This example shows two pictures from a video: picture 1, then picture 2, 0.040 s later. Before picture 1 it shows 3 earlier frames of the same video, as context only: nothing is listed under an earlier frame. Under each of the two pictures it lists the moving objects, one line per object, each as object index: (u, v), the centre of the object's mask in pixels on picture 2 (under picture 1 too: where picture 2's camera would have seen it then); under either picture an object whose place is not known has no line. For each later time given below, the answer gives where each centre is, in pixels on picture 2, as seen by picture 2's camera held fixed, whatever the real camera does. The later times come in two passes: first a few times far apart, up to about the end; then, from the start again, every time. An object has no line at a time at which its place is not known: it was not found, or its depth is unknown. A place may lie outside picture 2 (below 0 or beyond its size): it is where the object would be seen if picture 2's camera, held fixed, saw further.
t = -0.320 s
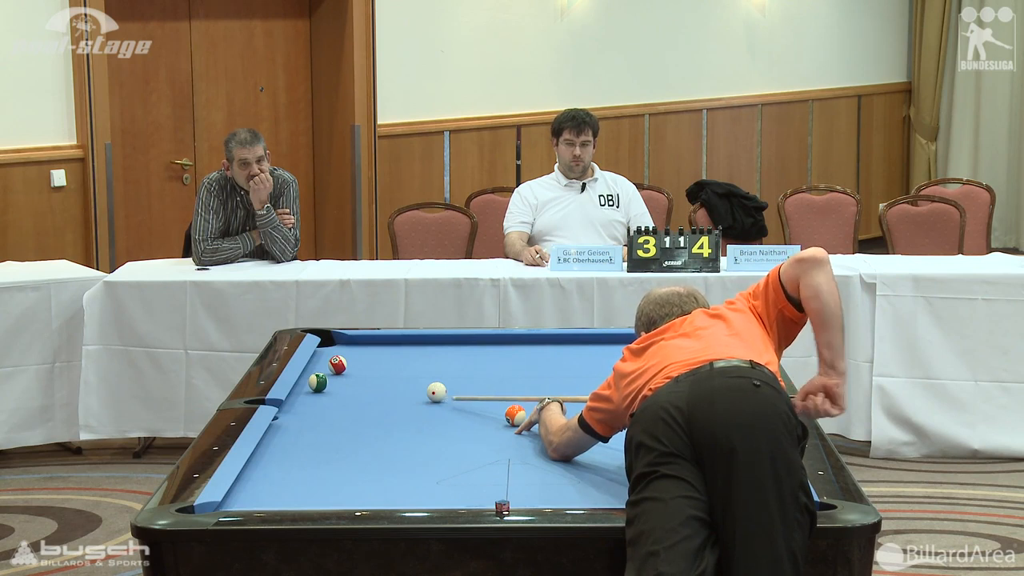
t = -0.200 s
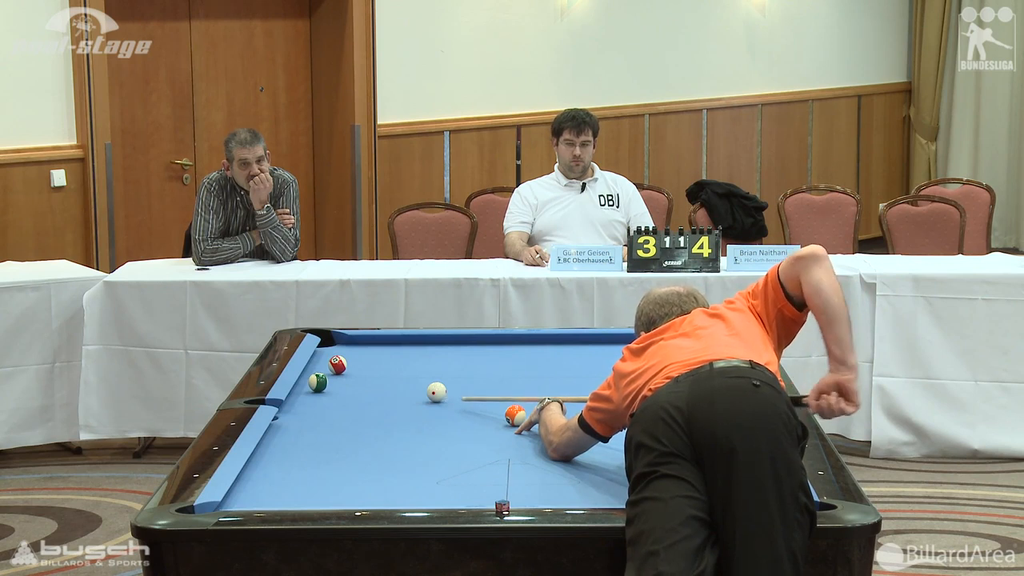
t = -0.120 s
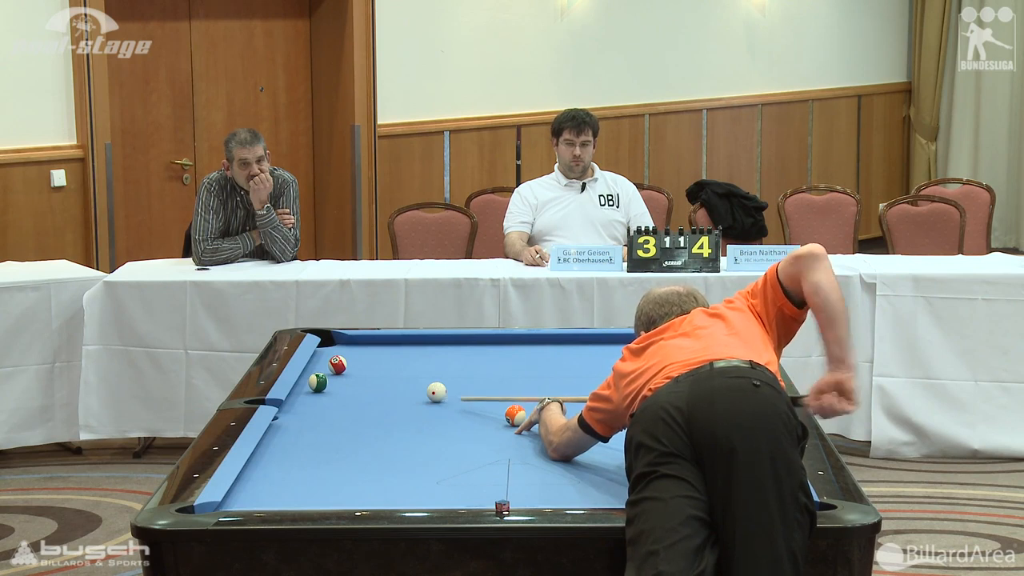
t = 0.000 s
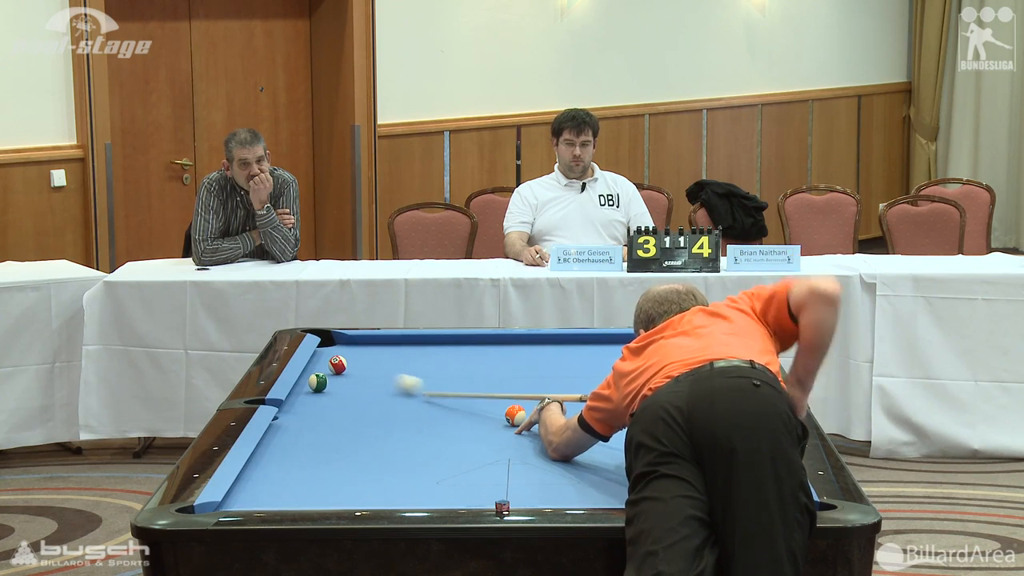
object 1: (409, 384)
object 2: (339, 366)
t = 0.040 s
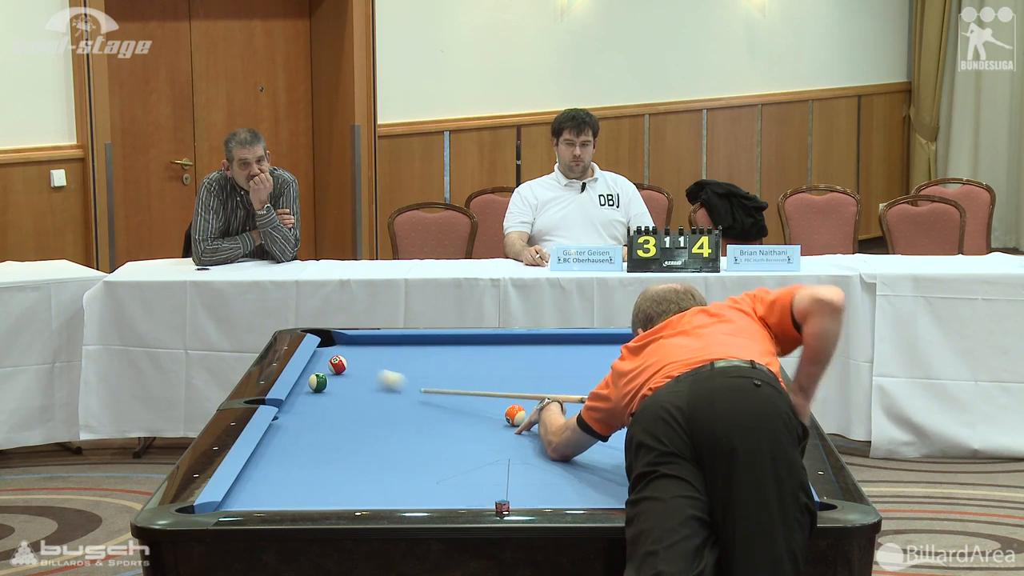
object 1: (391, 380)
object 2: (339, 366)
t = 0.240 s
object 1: (320, 366)
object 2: (335, 359)
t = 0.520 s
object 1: (343, 373)
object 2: (332, 339)
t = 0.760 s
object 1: (370, 377)
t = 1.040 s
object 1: (401, 382)
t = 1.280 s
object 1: (427, 386)
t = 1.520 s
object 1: (453, 390)
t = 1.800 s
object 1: (482, 394)
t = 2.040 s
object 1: (505, 398)
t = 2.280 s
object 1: (529, 402)
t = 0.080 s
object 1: (374, 376)
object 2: (338, 365)
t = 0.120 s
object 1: (359, 373)
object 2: (337, 365)
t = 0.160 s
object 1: (345, 369)
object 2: (334, 362)
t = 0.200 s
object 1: (332, 367)
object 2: (339, 358)
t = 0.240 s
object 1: (320, 366)
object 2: (335, 359)
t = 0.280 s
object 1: (315, 366)
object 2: (333, 355)
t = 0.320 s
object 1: (321, 367)
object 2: (332, 352)
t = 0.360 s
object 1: (326, 368)
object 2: (330, 349)
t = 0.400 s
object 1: (330, 370)
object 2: (329, 346)
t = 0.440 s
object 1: (334, 372)
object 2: (328, 344)
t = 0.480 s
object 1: (339, 372)
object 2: (330, 341)
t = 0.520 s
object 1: (343, 373)
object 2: (332, 339)
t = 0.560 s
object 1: (348, 374)
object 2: (335, 337)
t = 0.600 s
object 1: (352, 374)
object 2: (329, 338)
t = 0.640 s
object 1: (357, 375)
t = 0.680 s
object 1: (361, 376)
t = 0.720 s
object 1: (366, 376)
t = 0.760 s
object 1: (370, 377)
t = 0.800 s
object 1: (375, 378)
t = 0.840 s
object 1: (379, 379)
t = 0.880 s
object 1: (383, 379)
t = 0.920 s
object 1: (388, 380)
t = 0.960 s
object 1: (392, 381)
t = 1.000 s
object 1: (397, 381)
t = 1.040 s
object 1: (401, 382)
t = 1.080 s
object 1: (405, 383)
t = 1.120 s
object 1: (410, 384)
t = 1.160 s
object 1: (414, 384)
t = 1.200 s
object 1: (418, 385)
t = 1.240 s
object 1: (423, 385)
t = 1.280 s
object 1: (427, 386)
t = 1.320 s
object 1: (431, 387)
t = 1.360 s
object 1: (436, 387)
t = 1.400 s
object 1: (440, 388)
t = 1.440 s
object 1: (444, 389)
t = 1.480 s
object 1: (448, 389)
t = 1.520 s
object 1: (453, 390)
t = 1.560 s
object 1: (457, 391)
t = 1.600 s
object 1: (461, 391)
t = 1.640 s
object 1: (465, 392)
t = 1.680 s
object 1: (469, 393)
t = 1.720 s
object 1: (473, 393)
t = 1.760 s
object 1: (478, 394)
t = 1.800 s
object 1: (482, 394)
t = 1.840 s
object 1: (486, 395)
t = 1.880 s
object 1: (490, 396)
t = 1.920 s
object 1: (494, 396)
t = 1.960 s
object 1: (498, 397)
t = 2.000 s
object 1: (502, 398)
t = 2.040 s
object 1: (505, 398)
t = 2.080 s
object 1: (509, 398)
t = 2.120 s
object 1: (513, 398)
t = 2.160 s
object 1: (518, 398)
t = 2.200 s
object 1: (522, 399)
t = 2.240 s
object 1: (526, 400)
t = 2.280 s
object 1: (529, 402)
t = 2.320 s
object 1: (533, 402)
